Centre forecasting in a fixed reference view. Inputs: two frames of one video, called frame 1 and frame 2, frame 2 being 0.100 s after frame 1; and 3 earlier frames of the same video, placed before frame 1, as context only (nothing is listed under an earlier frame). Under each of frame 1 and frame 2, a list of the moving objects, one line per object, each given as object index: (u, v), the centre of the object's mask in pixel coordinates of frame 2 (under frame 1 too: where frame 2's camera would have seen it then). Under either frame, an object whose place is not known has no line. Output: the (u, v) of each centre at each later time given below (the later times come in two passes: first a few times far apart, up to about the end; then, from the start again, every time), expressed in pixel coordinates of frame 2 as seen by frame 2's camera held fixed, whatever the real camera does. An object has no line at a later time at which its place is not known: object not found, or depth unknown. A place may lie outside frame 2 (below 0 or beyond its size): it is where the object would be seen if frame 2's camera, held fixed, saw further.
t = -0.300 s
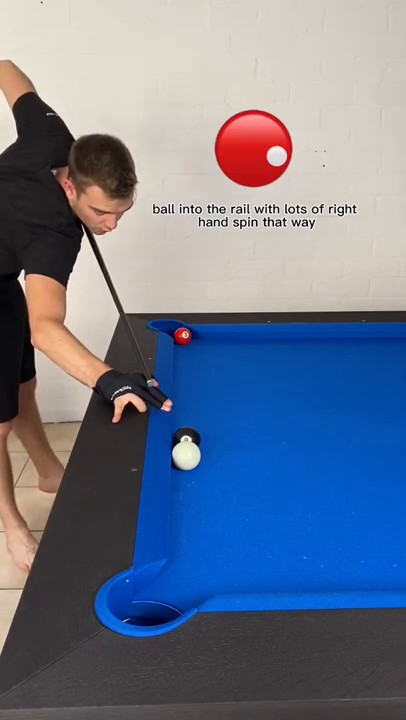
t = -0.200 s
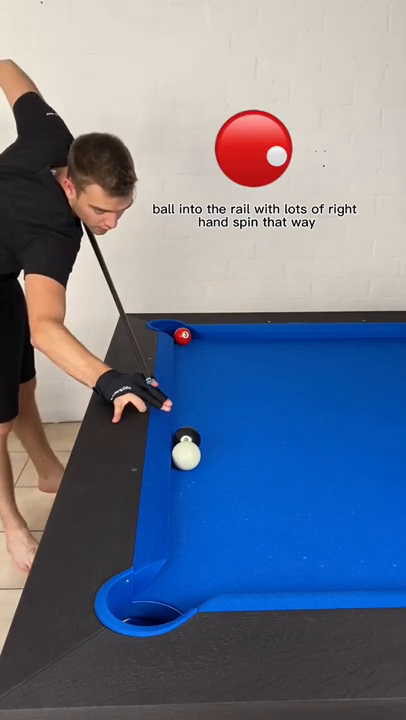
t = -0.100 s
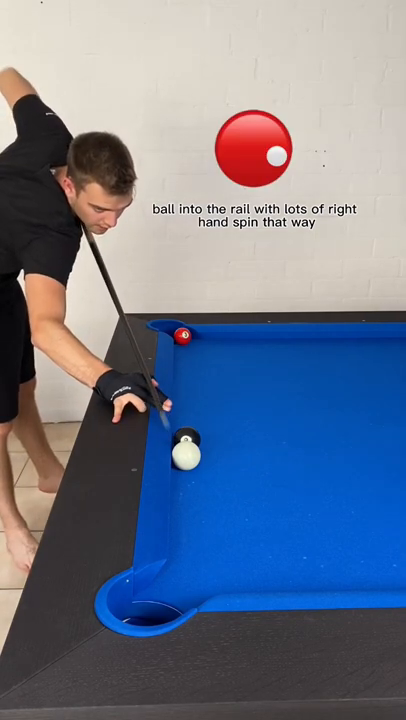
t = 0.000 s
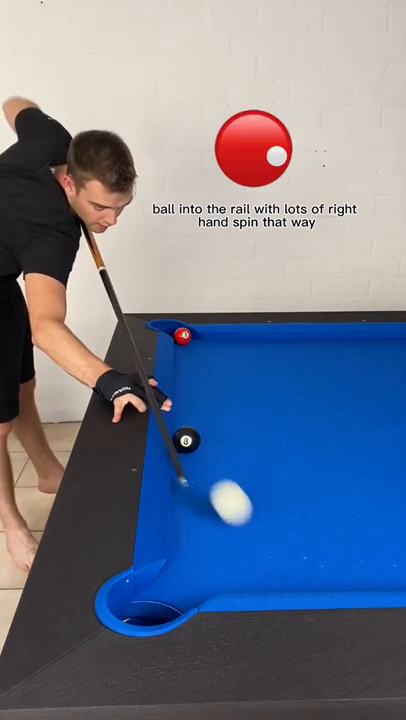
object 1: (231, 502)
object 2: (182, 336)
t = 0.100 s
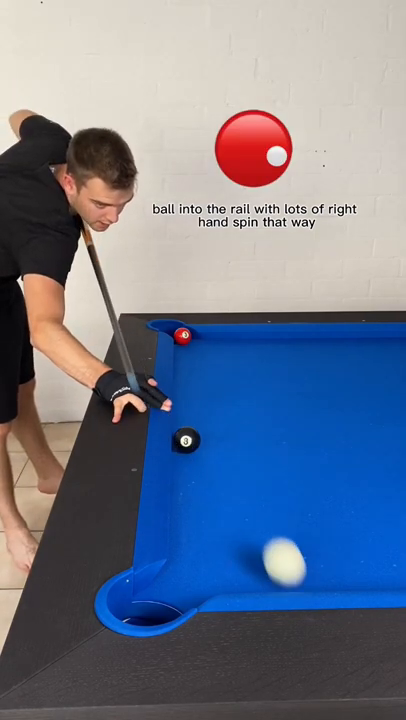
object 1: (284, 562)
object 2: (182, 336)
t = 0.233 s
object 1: (244, 471)
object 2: (182, 336)
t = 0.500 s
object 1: (194, 386)
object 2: (182, 336)
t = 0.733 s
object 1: (190, 346)
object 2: (181, 334)
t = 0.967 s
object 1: (226, 339)
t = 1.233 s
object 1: (270, 348)
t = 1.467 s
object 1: (311, 357)
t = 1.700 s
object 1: (355, 366)
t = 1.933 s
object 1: (398, 375)
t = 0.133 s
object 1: (272, 533)
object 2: (182, 336)
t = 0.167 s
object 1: (262, 509)
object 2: (182, 336)
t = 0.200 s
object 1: (252, 489)
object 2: (182, 336)
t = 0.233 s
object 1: (244, 471)
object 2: (182, 336)
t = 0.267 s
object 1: (236, 456)
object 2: (182, 336)
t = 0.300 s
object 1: (229, 442)
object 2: (182, 336)
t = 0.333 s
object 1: (222, 431)
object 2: (182, 336)
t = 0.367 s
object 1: (216, 420)
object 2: (182, 336)
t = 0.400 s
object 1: (209, 411)
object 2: (182, 336)
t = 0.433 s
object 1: (204, 402)
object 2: (182, 336)
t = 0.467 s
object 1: (199, 394)
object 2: (182, 336)
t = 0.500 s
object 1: (194, 386)
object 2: (182, 336)
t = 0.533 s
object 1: (189, 379)
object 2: (182, 336)
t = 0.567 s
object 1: (185, 372)
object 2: (182, 336)
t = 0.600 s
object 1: (184, 366)
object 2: (182, 336)
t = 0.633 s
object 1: (186, 360)
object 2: (182, 336)
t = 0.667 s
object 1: (188, 355)
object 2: (182, 336)
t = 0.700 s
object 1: (189, 350)
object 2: (182, 335)
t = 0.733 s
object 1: (190, 346)
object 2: (181, 334)
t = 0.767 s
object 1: (192, 341)
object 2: (181, 334)
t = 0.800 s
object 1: (197, 339)
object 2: (179, 334)
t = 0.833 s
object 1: (204, 337)
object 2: (175, 334)
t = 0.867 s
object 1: (210, 336)
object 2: (171, 335)
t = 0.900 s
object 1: (216, 336)
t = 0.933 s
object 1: (221, 338)
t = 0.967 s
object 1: (226, 339)
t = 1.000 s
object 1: (232, 340)
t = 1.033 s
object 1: (237, 341)
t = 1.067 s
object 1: (242, 342)
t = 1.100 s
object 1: (248, 343)
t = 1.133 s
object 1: (253, 345)
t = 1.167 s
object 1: (259, 346)
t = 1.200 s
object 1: (265, 347)
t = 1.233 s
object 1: (270, 348)
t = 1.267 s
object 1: (276, 349)
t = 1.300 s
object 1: (282, 351)
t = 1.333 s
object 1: (288, 352)
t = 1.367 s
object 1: (293, 353)
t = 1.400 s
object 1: (299, 354)
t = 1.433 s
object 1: (305, 355)
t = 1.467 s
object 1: (311, 357)
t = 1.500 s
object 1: (317, 358)
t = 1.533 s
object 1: (324, 359)
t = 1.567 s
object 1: (330, 361)
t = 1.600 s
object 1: (336, 362)
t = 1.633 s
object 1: (342, 363)
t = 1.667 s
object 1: (349, 364)
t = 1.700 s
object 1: (355, 366)
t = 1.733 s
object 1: (362, 367)
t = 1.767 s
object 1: (368, 368)
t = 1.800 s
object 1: (375, 370)
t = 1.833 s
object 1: (381, 371)
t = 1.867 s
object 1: (388, 372)
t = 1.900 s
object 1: (394, 374)
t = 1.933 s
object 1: (398, 375)
